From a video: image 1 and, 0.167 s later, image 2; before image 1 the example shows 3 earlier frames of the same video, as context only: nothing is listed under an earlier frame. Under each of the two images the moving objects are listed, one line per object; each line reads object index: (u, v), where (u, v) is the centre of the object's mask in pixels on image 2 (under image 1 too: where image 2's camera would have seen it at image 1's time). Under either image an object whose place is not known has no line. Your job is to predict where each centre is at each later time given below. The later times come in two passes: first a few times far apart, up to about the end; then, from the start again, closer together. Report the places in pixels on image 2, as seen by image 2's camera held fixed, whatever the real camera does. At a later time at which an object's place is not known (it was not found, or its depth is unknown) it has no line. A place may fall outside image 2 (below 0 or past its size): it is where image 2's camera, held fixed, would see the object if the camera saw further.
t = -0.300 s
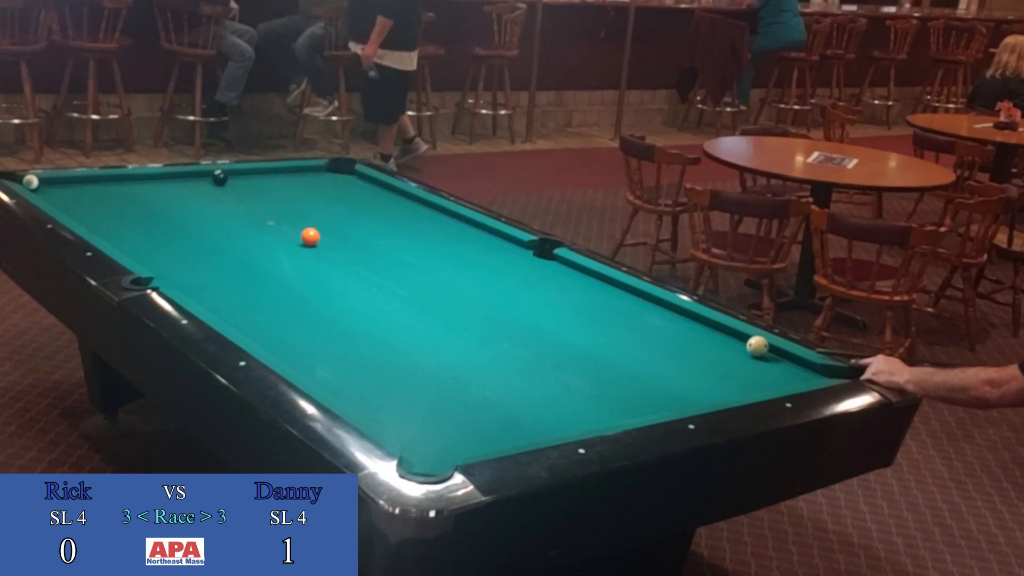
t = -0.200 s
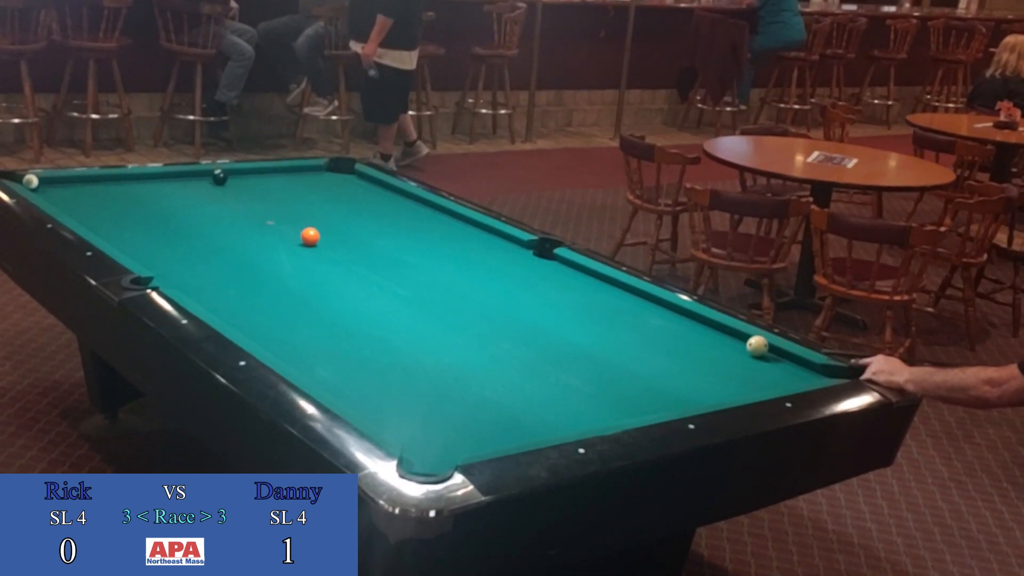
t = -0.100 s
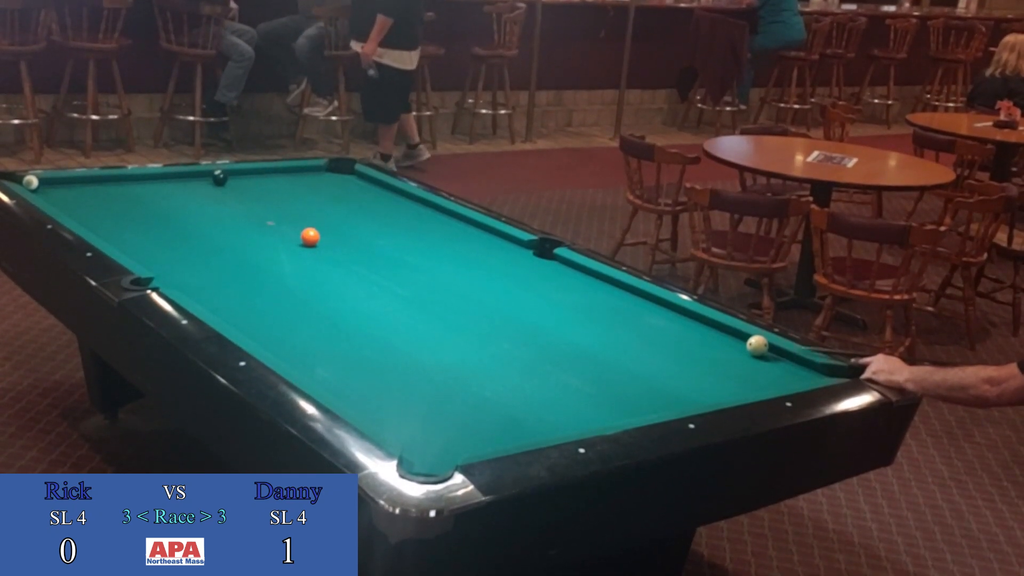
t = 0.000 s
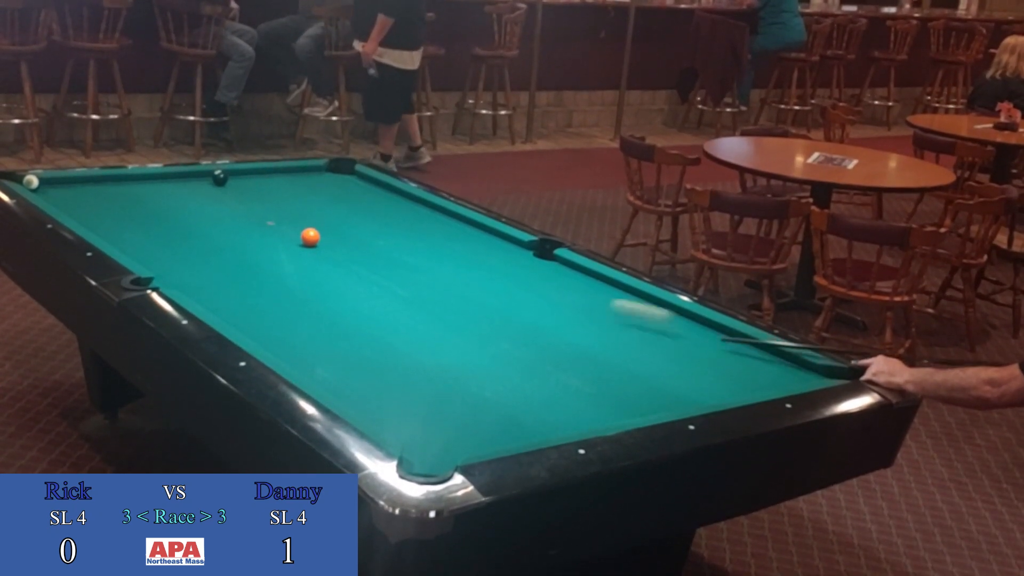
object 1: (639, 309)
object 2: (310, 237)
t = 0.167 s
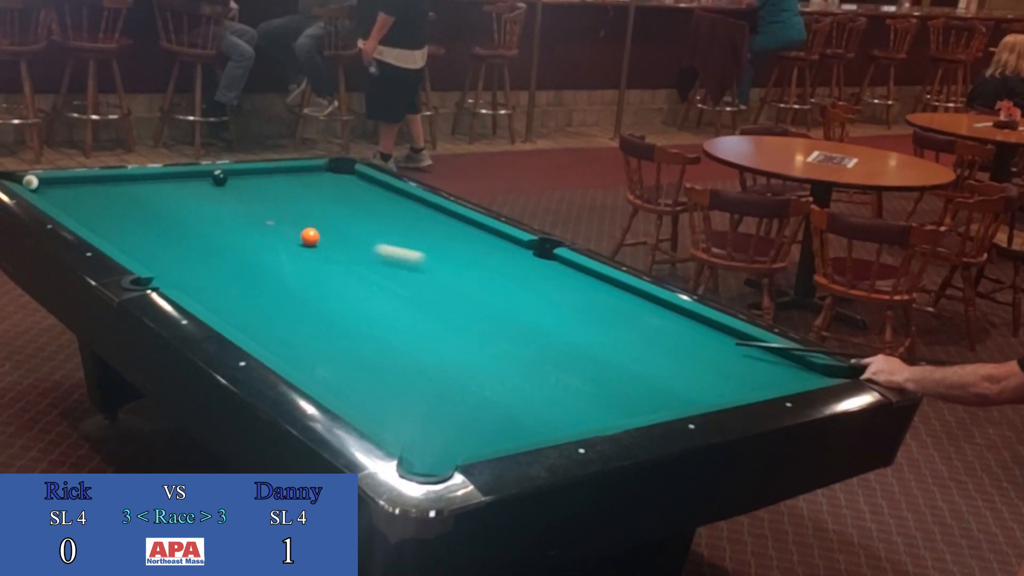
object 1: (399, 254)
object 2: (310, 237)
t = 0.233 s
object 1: (330, 237)
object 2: (298, 233)
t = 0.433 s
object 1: (330, 216)
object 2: (65, 201)
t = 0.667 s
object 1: (303, 192)
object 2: (119, 180)
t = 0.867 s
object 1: (281, 173)
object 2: (209, 188)
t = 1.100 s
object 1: (294, 178)
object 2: (311, 195)
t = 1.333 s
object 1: (315, 188)
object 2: (409, 202)
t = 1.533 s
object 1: (333, 197)
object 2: (425, 216)
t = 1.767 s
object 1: (354, 208)
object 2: (420, 233)
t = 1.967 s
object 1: (373, 217)
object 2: (415, 250)
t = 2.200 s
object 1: (395, 228)
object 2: (409, 271)
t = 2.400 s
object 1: (414, 237)
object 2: (404, 291)
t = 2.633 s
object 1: (436, 248)
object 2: (397, 316)
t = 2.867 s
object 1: (459, 259)
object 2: (389, 344)
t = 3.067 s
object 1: (478, 269)
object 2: (383, 370)
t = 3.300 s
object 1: (500, 280)
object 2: (374, 404)
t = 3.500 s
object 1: (520, 290)
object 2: (396, 423)
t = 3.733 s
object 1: (543, 301)
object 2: (445, 437)
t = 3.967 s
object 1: (565, 312)
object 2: (484, 442)
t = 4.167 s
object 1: (584, 321)
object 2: (483, 437)
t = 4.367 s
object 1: (602, 331)
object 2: (482, 429)
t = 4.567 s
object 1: (621, 340)
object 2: (481, 421)
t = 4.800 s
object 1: (643, 351)
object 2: (480, 413)
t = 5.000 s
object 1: (661, 360)
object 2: (480, 407)
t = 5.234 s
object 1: (681, 370)
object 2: (480, 401)
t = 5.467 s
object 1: (701, 380)
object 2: (479, 395)
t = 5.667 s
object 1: (718, 388)
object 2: (479, 392)
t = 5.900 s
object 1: (731, 392)
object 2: (479, 389)
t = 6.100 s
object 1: (723, 389)
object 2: (479, 386)
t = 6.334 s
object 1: (713, 387)
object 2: (480, 384)
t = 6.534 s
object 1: (707, 385)
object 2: (480, 382)
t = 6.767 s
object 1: (701, 382)
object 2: (480, 381)
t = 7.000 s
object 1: (696, 380)
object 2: (479, 381)
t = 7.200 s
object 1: (694, 379)
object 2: (479, 381)
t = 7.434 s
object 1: (692, 379)
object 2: (479, 381)
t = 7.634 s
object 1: (692, 378)
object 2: (479, 381)
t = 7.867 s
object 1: (692, 378)
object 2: (479, 381)
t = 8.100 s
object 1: (692, 378)
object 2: (479, 380)
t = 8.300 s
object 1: (692, 378)
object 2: (479, 381)
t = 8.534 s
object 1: (692, 378)
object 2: (479, 381)
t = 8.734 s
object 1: (692, 378)
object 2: (479, 380)
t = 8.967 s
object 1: (692, 378)
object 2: (479, 381)
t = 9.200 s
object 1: (692, 377)
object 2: (479, 380)
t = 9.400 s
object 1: (693, 378)
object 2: (480, 380)
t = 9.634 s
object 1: (692, 378)
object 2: (480, 381)
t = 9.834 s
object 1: (692, 378)
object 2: (479, 380)
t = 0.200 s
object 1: (357, 245)
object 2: (310, 238)
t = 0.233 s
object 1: (330, 237)
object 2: (298, 233)
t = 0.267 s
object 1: (331, 234)
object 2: (259, 228)
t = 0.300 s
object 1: (333, 230)
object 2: (218, 222)
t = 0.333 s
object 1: (333, 227)
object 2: (178, 216)
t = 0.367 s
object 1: (333, 223)
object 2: (139, 211)
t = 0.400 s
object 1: (332, 220)
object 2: (100, 207)
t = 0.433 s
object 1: (330, 216)
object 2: (65, 201)
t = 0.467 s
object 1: (327, 213)
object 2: (50, 195)
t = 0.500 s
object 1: (324, 209)
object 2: (59, 192)
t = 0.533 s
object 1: (320, 206)
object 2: (70, 187)
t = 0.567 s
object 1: (316, 202)
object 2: (79, 183)
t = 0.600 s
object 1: (311, 198)
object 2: (88, 179)
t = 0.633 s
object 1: (307, 195)
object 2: (102, 179)
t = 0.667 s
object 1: (303, 192)
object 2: (119, 180)
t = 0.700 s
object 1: (299, 188)
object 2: (134, 182)
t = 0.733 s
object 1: (295, 185)
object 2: (150, 183)
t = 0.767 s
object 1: (292, 182)
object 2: (165, 184)
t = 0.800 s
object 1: (288, 179)
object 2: (180, 186)
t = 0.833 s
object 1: (285, 176)
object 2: (195, 186)
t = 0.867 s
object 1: (281, 173)
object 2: (209, 188)
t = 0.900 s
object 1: (278, 170)
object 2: (225, 189)
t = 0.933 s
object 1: (279, 170)
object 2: (239, 190)
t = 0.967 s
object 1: (282, 172)
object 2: (254, 191)
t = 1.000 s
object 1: (286, 174)
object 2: (269, 192)
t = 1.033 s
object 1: (289, 175)
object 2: (283, 193)
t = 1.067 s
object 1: (292, 176)
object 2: (297, 194)
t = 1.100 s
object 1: (294, 178)
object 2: (311, 195)
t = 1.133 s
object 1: (297, 179)
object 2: (325, 197)
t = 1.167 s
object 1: (300, 181)
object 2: (340, 197)
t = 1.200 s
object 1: (303, 182)
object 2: (353, 199)
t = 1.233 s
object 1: (306, 184)
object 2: (367, 199)
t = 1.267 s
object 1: (309, 185)
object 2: (382, 201)
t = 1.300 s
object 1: (312, 186)
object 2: (395, 202)
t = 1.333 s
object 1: (315, 188)
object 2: (409, 202)
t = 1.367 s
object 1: (318, 190)
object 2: (422, 204)
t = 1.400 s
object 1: (321, 191)
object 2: (429, 205)
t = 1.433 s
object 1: (324, 193)
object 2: (427, 208)
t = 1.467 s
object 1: (327, 194)
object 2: (426, 211)
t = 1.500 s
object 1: (330, 196)
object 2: (426, 213)
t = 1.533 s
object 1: (333, 197)
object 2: (425, 216)
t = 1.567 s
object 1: (336, 199)
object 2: (424, 218)
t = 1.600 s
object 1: (339, 200)
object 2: (423, 220)
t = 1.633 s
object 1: (342, 202)
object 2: (423, 223)
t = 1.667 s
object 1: (345, 203)
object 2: (422, 226)
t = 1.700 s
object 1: (348, 205)
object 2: (421, 228)
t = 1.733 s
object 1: (351, 206)
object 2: (421, 231)
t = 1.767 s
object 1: (354, 208)
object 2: (420, 233)
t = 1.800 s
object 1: (357, 209)
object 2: (419, 236)
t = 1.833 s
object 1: (360, 211)
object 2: (418, 239)
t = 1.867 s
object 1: (363, 212)
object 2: (418, 241)
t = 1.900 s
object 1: (367, 214)
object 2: (417, 244)
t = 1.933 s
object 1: (370, 215)
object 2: (416, 247)
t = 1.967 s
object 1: (373, 217)
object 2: (415, 250)
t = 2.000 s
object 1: (376, 219)
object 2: (414, 253)
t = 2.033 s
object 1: (379, 220)
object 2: (413, 256)
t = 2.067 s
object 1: (382, 222)
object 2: (413, 259)
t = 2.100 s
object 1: (385, 223)
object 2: (412, 262)
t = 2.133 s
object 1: (388, 224)
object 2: (411, 265)
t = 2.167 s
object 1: (392, 226)
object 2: (410, 268)
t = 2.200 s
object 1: (395, 228)
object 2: (409, 271)
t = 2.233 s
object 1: (398, 229)
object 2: (409, 274)
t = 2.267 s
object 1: (401, 231)
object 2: (408, 278)
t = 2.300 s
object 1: (404, 232)
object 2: (407, 281)
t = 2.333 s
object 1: (408, 234)
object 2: (406, 284)
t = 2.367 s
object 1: (411, 236)
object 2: (405, 287)
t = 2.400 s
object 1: (414, 237)
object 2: (404, 291)
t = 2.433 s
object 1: (417, 239)
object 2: (403, 295)
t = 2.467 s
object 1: (420, 240)
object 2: (402, 298)
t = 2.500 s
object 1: (423, 242)
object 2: (401, 301)
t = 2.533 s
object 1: (426, 243)
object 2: (400, 305)
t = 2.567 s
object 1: (430, 245)
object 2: (399, 309)
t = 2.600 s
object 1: (433, 246)
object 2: (398, 312)
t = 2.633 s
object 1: (436, 248)
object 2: (397, 316)
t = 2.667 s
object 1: (439, 250)
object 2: (396, 320)
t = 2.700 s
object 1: (442, 251)
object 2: (395, 324)
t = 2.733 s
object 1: (446, 253)
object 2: (394, 328)
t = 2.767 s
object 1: (449, 254)
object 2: (393, 332)
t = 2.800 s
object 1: (452, 256)
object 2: (392, 336)
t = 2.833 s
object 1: (455, 258)
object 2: (390, 340)
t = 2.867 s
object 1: (459, 259)
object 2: (389, 344)
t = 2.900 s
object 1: (462, 261)
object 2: (388, 349)
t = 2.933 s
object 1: (465, 262)
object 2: (387, 353)
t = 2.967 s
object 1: (468, 264)
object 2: (386, 357)
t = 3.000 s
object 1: (471, 266)
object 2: (385, 362)
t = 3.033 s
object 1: (474, 267)
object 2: (384, 366)
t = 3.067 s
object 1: (478, 269)
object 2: (383, 370)
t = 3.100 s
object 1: (481, 271)
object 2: (381, 375)
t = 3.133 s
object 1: (484, 272)
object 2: (380, 380)
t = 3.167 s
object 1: (488, 274)
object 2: (379, 384)
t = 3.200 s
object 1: (491, 275)
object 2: (378, 389)
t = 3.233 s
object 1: (494, 276)
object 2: (376, 394)
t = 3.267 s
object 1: (497, 278)
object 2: (375, 399)
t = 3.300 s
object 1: (500, 280)
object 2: (374, 404)
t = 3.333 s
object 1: (504, 282)
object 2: (373, 408)
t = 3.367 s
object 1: (507, 283)
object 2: (372, 412)
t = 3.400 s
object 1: (510, 285)
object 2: (374, 415)
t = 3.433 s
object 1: (514, 286)
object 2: (381, 418)
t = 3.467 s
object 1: (517, 288)
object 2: (389, 421)
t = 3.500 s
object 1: (520, 290)
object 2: (396, 423)
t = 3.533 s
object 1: (523, 291)
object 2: (402, 426)
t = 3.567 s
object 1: (527, 293)
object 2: (409, 427)
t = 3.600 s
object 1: (530, 294)
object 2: (416, 429)
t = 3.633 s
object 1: (533, 296)
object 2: (424, 431)
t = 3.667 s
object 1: (536, 298)
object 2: (431, 433)
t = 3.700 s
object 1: (539, 299)
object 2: (438, 435)
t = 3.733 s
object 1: (543, 301)
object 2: (445, 437)
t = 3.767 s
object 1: (546, 302)
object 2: (452, 439)
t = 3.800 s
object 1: (549, 304)
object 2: (460, 441)
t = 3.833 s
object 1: (552, 306)
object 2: (466, 442)
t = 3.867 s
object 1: (555, 307)
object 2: (473, 443)
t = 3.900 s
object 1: (559, 309)
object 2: (479, 443)
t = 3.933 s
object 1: (562, 310)
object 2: (484, 443)
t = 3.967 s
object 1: (565, 312)
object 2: (484, 442)
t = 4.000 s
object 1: (568, 314)
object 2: (484, 441)
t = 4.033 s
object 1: (571, 315)
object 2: (484, 441)
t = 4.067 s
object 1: (574, 316)
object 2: (484, 440)
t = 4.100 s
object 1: (577, 318)
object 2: (483, 438)
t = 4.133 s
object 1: (581, 320)
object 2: (483, 438)
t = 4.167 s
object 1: (584, 321)
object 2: (483, 437)
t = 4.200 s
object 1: (587, 323)
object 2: (483, 435)
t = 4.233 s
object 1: (590, 325)
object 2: (483, 434)
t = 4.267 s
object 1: (593, 326)
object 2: (483, 433)
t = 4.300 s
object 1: (596, 328)
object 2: (483, 432)
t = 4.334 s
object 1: (599, 329)
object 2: (482, 430)
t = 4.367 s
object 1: (602, 331)
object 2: (482, 429)
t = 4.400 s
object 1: (606, 332)
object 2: (482, 427)
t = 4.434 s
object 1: (609, 334)
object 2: (482, 426)
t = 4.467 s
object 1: (612, 335)
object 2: (482, 425)
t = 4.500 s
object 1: (615, 337)
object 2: (481, 423)
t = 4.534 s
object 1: (618, 339)
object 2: (481, 422)
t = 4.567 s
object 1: (621, 340)
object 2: (481, 421)
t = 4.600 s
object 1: (625, 342)
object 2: (481, 420)
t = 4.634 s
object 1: (627, 343)
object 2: (481, 418)
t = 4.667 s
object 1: (631, 345)
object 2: (481, 418)
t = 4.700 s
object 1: (634, 346)
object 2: (481, 416)
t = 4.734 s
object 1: (637, 348)
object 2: (480, 415)
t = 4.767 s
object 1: (640, 349)
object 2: (480, 414)
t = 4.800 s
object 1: (643, 351)
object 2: (480, 413)
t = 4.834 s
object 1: (646, 352)
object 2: (480, 412)
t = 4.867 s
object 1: (649, 353)
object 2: (480, 411)
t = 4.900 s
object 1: (652, 355)
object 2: (480, 409)
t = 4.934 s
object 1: (655, 357)
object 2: (480, 409)
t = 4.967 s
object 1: (658, 358)
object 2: (480, 408)
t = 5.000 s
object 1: (661, 360)
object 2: (480, 407)
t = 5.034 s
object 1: (664, 361)
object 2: (480, 406)
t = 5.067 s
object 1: (667, 363)
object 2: (480, 405)
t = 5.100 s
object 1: (670, 364)
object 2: (480, 404)
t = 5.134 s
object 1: (673, 365)
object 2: (480, 403)
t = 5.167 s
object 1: (675, 367)
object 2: (480, 402)
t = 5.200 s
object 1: (678, 368)
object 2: (480, 402)
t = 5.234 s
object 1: (681, 370)
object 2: (480, 401)
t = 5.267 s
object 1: (684, 371)
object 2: (480, 400)
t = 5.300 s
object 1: (687, 373)
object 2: (480, 399)
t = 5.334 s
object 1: (690, 374)
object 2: (480, 398)
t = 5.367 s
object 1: (693, 375)
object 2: (479, 398)
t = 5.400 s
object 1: (696, 377)
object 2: (479, 397)
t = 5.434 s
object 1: (699, 378)
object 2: (479, 396)
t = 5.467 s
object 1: (701, 380)
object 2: (479, 395)
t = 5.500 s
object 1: (704, 381)
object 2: (479, 395)
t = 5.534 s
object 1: (707, 383)
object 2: (479, 394)
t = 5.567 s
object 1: (710, 384)
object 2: (479, 393)
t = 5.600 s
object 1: (713, 385)
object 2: (479, 393)
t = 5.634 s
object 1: (715, 387)
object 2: (479, 392)
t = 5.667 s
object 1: (718, 388)
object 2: (479, 392)
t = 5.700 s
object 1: (721, 389)
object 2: (479, 391)
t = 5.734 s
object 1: (723, 389)
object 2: (479, 391)
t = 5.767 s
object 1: (726, 390)
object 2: (479, 390)
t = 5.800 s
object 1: (728, 390)
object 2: (479, 389)
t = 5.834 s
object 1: (731, 391)
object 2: (479, 389)
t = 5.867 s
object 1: (732, 392)
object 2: (479, 389)
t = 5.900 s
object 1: (731, 392)
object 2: (479, 389)
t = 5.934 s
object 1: (730, 391)
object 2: (479, 388)
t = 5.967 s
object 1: (728, 390)
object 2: (479, 387)
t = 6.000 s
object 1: (727, 390)
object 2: (479, 387)
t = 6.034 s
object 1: (725, 390)
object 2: (479, 387)
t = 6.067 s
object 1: (724, 390)
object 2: (479, 386)
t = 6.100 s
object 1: (723, 389)
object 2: (479, 386)
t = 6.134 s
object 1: (721, 389)
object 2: (479, 385)
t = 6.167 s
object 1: (720, 389)
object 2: (479, 385)
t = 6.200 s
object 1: (719, 389)
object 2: (480, 385)
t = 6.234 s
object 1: (717, 388)
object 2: (480, 384)
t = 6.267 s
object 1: (716, 388)
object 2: (480, 384)
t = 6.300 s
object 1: (714, 388)
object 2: (480, 384)
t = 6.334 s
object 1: (713, 387)
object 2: (480, 384)
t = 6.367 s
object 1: (712, 387)
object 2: (480, 383)
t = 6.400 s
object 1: (711, 387)
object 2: (480, 383)
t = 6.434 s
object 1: (710, 386)
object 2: (480, 382)
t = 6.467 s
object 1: (709, 386)
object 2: (480, 382)
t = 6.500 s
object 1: (708, 385)
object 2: (480, 382)
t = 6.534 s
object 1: (707, 385)
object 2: (480, 382)
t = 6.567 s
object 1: (706, 384)
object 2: (480, 382)
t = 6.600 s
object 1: (705, 384)
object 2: (480, 381)
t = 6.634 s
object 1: (704, 383)
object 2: (480, 381)
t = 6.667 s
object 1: (703, 383)
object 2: (480, 381)
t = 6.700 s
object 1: (702, 383)
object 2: (480, 381)
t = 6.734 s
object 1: (702, 382)
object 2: (480, 381)
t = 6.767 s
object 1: (701, 382)
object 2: (480, 381)
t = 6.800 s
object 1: (700, 382)
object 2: (480, 381)
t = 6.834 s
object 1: (699, 381)
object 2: (480, 381)
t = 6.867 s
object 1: (699, 381)
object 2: (480, 381)
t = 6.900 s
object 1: (698, 381)
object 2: (480, 381)
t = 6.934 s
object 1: (697, 381)
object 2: (479, 381)
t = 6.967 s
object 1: (697, 380)
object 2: (479, 381)
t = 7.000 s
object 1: (696, 380)
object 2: (479, 381)
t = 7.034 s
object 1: (695, 380)
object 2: (479, 381)
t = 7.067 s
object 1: (695, 380)
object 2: (479, 381)
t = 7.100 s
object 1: (695, 379)
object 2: (479, 381)
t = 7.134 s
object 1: (694, 379)
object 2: (479, 381)
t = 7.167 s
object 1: (694, 379)
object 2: (479, 381)
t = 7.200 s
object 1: (694, 379)
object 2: (479, 381)
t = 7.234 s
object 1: (693, 379)
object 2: (479, 381)
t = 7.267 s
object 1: (693, 379)
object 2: (479, 381)
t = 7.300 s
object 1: (693, 379)
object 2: (479, 381)
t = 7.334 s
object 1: (693, 379)
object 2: (479, 381)
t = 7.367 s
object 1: (693, 378)
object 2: (479, 381)
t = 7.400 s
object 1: (693, 378)
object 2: (479, 381)
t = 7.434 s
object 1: (692, 379)
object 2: (479, 381)
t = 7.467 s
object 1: (692, 378)
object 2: (479, 381)
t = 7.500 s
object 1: (692, 378)
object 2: (479, 381)
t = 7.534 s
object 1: (692, 378)
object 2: (479, 381)
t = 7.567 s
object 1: (692, 378)
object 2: (479, 381)
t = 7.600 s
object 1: (692, 378)
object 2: (479, 381)
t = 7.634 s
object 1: (692, 378)
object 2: (479, 381)
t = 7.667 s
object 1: (692, 378)
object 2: (479, 381)
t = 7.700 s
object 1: (692, 378)
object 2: (479, 381)
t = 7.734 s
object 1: (692, 378)
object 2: (479, 381)
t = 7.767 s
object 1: (692, 378)
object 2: (479, 381)
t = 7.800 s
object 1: (692, 378)
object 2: (479, 381)
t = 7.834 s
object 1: (692, 378)
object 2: (479, 381)
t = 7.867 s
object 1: (692, 378)
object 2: (479, 381)
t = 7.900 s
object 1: (692, 378)
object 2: (479, 381)
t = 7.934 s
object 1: (692, 378)
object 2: (479, 381)
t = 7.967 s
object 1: (692, 378)
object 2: (479, 381)
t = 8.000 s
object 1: (692, 378)
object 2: (479, 380)
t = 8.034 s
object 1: (692, 378)
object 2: (479, 380)
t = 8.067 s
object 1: (692, 378)
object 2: (479, 380)
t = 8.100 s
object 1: (692, 378)
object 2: (479, 380)
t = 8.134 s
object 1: (692, 378)
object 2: (479, 380)
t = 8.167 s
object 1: (692, 378)
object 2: (479, 381)
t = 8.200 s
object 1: (692, 378)
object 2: (479, 381)
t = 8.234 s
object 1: (692, 378)
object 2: (479, 381)
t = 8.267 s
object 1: (692, 378)
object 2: (479, 381)
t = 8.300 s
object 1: (692, 378)
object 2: (479, 381)
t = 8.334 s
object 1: (692, 378)
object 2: (479, 381)
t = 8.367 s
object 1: (692, 378)
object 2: (479, 381)
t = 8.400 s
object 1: (692, 378)
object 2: (479, 381)
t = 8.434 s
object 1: (692, 378)
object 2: (479, 381)
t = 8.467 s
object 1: (692, 378)
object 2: (479, 381)
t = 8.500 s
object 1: (692, 378)
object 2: (479, 381)
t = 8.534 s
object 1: (692, 378)
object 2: (479, 381)
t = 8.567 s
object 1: (692, 378)
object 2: (479, 381)
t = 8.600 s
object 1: (692, 378)
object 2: (479, 381)
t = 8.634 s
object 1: (692, 378)
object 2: (479, 381)
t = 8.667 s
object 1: (692, 378)
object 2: (479, 381)
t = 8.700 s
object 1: (692, 378)
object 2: (479, 381)
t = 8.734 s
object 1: (692, 378)
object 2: (479, 380)
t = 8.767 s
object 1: (692, 378)
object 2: (479, 381)
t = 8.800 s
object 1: (692, 378)
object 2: (479, 381)
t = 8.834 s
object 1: (692, 378)
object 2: (479, 381)
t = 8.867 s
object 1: (692, 378)
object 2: (479, 381)
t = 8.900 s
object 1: (692, 378)
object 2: (479, 381)
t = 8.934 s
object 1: (692, 378)
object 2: (479, 381)
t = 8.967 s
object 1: (692, 378)
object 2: (479, 381)
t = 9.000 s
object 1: (692, 378)
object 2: (479, 380)
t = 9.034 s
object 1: (692, 378)
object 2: (479, 381)
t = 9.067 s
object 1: (692, 378)
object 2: (479, 380)
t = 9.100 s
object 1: (692, 378)
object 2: (479, 380)
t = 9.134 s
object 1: (692, 378)
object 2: (479, 381)
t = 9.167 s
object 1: (692, 378)
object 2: (480, 380)
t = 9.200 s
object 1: (692, 377)
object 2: (479, 380)
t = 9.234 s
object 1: (691, 377)
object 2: (477, 379)
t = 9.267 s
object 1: (692, 378)
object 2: (480, 380)
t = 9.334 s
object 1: (692, 378)
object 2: (480, 380)
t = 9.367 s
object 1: (692, 378)
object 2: (479, 380)
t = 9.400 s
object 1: (693, 378)
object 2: (480, 380)
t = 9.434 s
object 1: (692, 378)
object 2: (479, 380)
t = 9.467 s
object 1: (692, 378)
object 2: (480, 380)
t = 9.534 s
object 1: (692, 378)
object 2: (480, 381)
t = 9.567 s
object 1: (692, 378)
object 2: (479, 381)
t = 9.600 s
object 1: (692, 378)
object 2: (479, 381)
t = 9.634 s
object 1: (692, 378)
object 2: (480, 381)
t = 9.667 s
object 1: (692, 378)
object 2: (479, 381)
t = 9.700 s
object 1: (692, 378)
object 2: (480, 381)
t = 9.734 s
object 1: (692, 378)
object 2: (479, 381)
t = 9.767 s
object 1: (692, 378)
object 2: (479, 381)
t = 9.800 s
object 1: (692, 378)
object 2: (479, 380)
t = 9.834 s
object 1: (692, 378)
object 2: (479, 380)
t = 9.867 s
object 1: (692, 378)
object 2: (479, 380)
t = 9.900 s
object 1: (692, 378)
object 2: (479, 381)
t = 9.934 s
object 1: (692, 378)
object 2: (479, 381)
